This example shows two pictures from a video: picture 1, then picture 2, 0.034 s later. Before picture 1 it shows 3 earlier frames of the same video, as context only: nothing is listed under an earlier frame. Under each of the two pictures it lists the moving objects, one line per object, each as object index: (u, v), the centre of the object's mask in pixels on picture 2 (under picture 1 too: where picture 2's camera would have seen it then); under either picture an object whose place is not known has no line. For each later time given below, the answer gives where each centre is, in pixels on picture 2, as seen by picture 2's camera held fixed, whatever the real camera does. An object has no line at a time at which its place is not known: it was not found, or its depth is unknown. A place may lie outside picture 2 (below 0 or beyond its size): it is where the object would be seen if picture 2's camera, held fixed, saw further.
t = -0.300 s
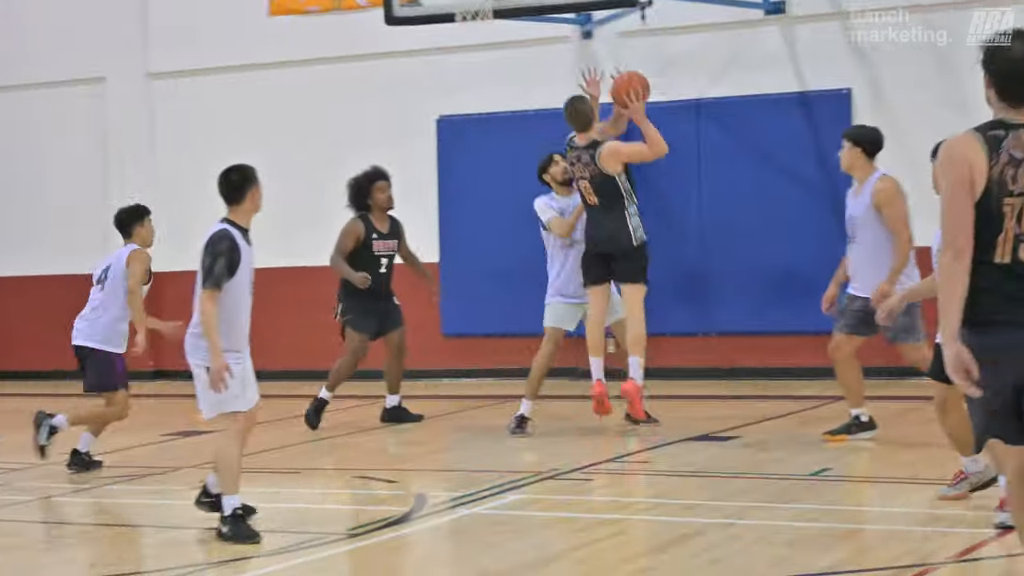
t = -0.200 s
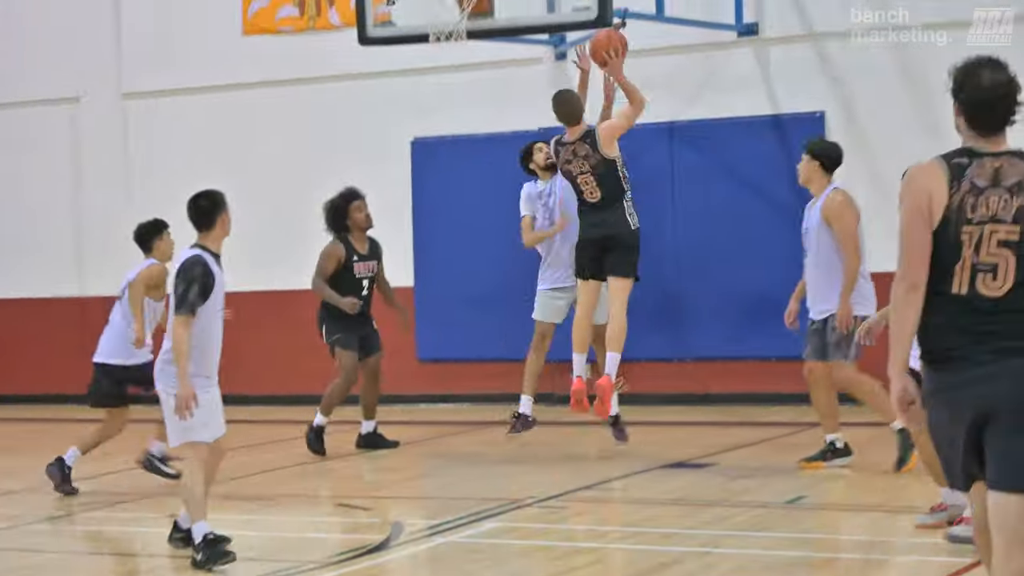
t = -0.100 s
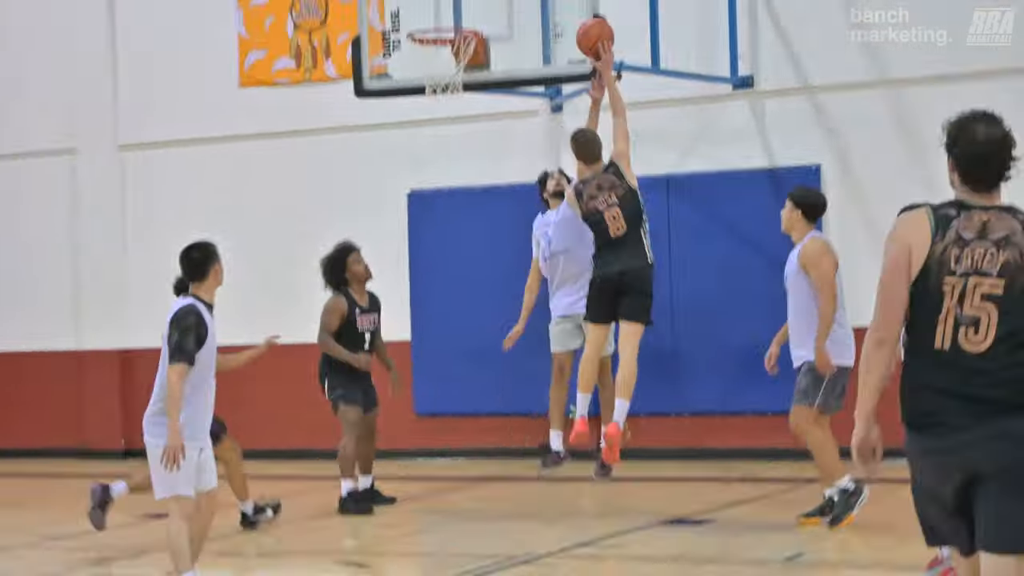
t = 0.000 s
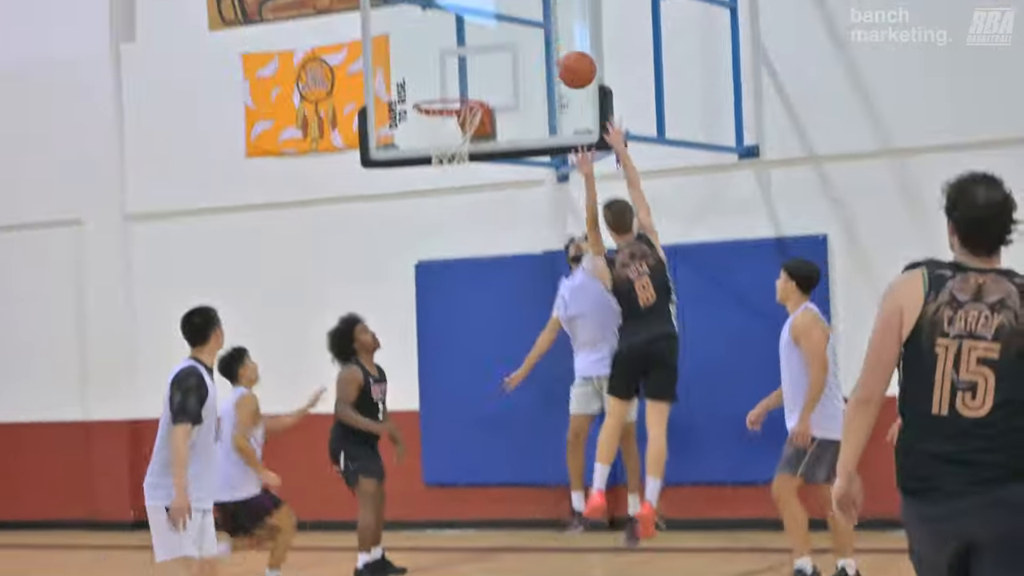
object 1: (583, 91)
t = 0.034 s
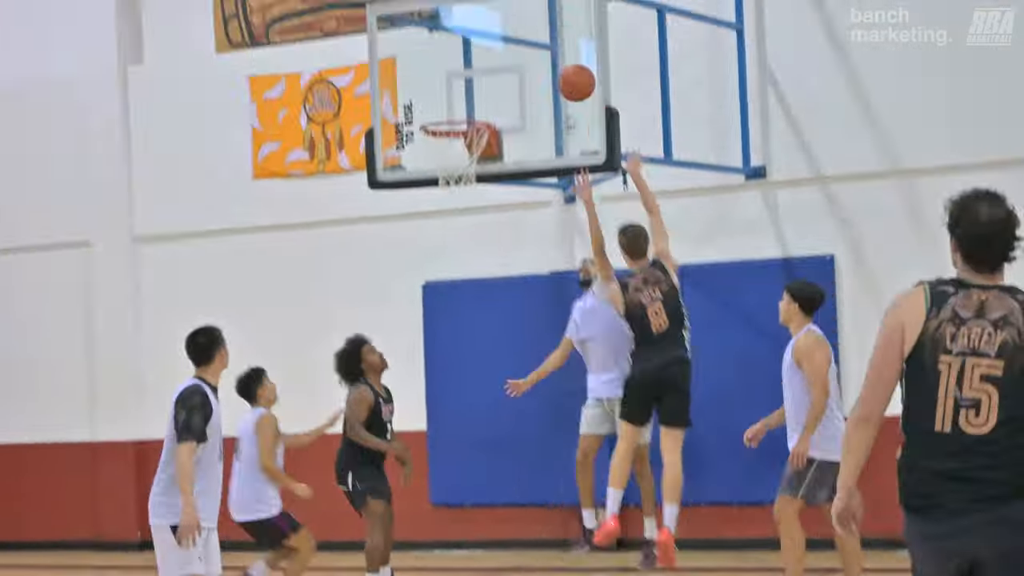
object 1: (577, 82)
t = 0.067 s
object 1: (570, 76)
